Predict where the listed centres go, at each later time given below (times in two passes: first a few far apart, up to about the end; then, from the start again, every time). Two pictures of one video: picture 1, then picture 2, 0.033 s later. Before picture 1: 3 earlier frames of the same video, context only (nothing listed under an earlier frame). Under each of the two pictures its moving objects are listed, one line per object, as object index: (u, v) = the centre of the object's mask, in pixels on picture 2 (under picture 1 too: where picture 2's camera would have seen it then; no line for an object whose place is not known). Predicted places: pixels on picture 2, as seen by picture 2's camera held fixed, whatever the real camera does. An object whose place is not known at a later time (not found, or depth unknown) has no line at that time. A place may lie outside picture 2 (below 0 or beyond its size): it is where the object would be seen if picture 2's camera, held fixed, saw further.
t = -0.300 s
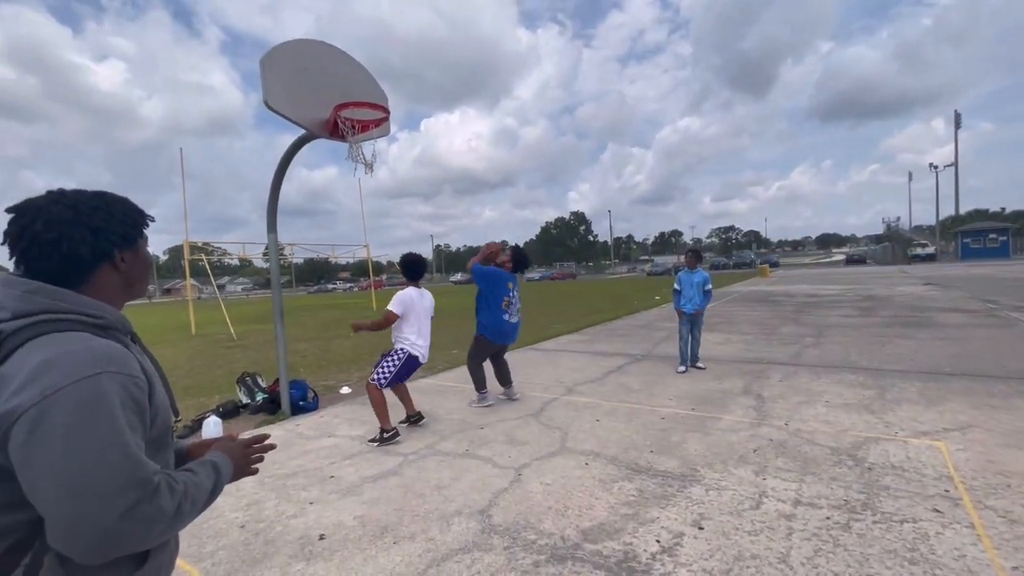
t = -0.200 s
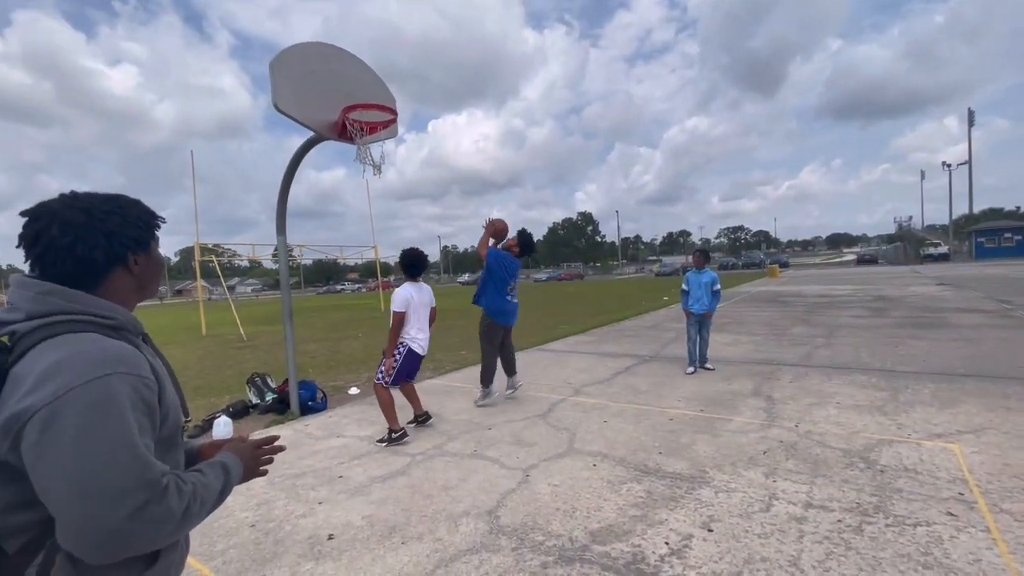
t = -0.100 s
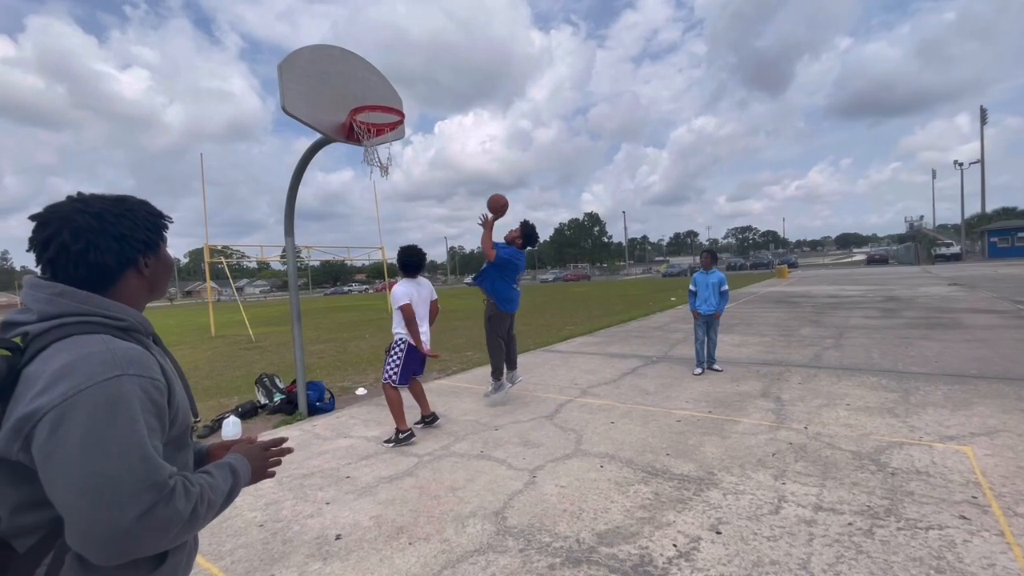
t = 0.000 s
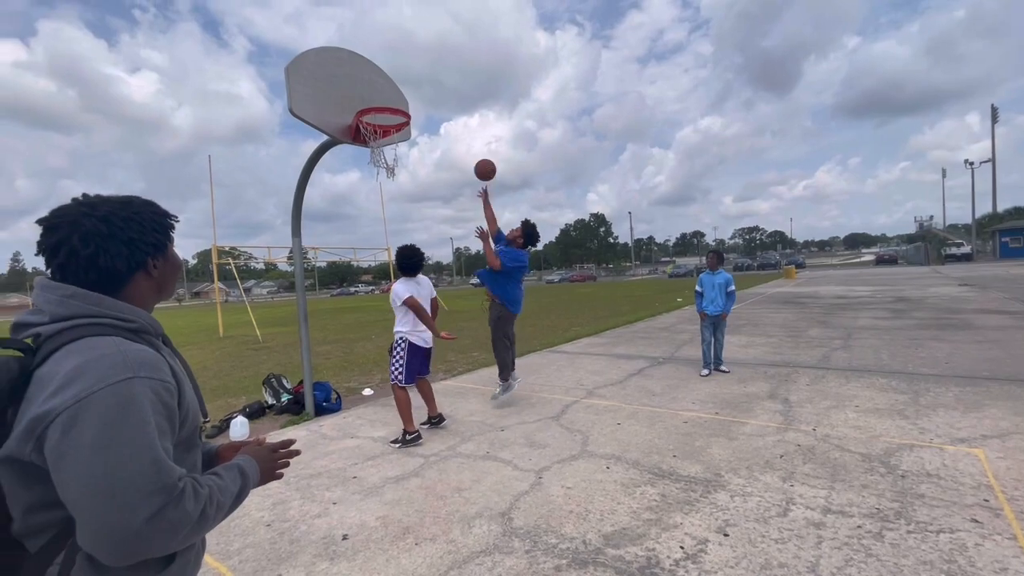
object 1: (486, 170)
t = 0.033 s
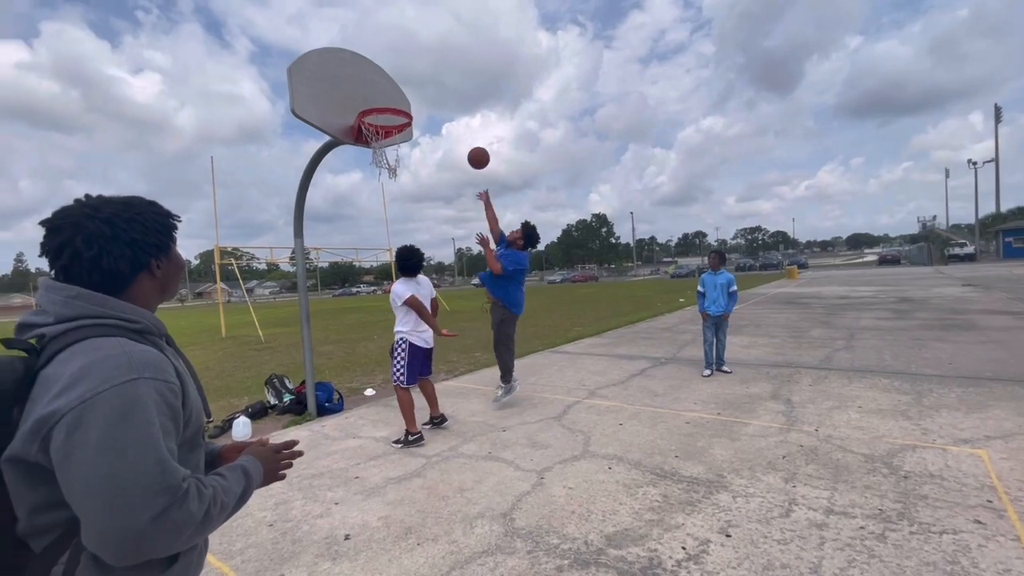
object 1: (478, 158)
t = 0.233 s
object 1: (426, 103)
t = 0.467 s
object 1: (384, 83)
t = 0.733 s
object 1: (381, 126)
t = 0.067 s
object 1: (469, 146)
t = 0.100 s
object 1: (461, 136)
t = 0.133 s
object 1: (452, 126)
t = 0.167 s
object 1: (444, 118)
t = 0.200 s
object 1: (435, 110)
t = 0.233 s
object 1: (426, 103)
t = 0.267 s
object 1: (418, 97)
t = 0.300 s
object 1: (409, 92)
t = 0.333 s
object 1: (400, 88)
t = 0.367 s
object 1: (392, 85)
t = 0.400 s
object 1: (386, 84)
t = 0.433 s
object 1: (385, 83)
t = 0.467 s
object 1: (384, 83)
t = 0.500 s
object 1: (383, 84)
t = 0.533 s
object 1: (382, 86)
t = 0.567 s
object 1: (381, 90)
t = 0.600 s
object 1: (381, 94)
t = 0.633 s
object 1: (380, 98)
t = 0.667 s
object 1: (380, 106)
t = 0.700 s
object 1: (379, 117)
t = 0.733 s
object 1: (381, 126)
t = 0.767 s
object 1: (381, 137)
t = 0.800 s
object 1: (383, 144)
